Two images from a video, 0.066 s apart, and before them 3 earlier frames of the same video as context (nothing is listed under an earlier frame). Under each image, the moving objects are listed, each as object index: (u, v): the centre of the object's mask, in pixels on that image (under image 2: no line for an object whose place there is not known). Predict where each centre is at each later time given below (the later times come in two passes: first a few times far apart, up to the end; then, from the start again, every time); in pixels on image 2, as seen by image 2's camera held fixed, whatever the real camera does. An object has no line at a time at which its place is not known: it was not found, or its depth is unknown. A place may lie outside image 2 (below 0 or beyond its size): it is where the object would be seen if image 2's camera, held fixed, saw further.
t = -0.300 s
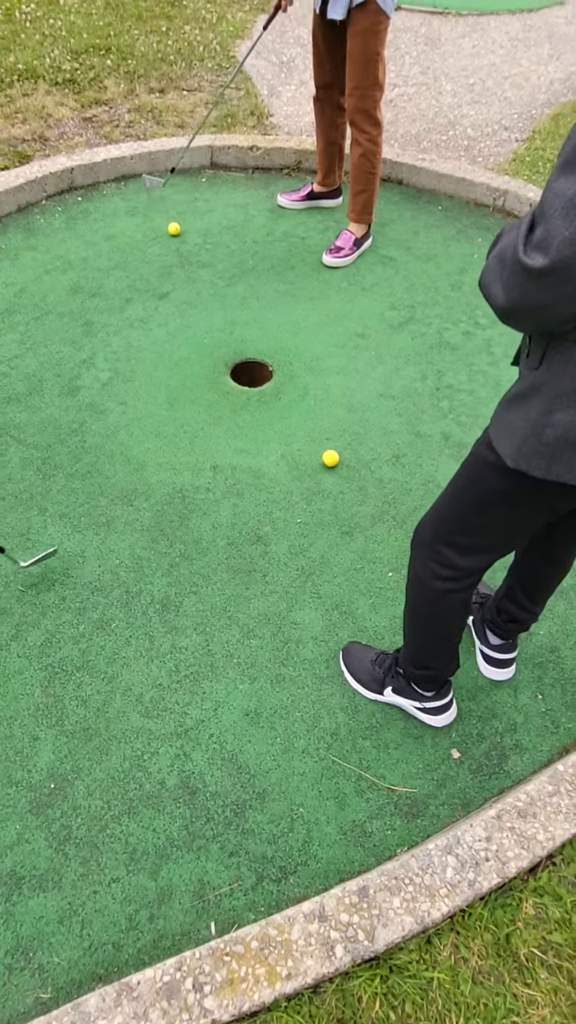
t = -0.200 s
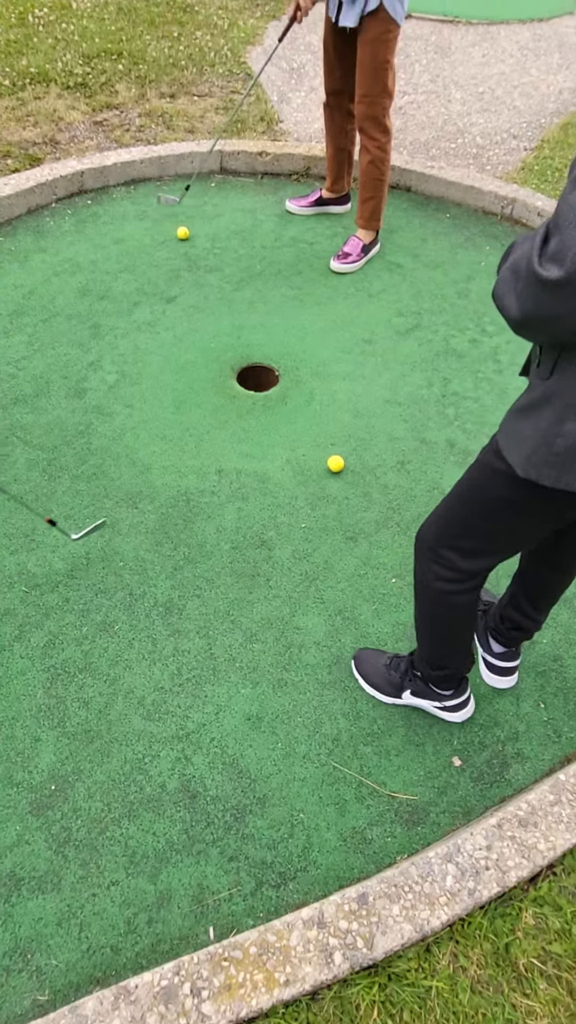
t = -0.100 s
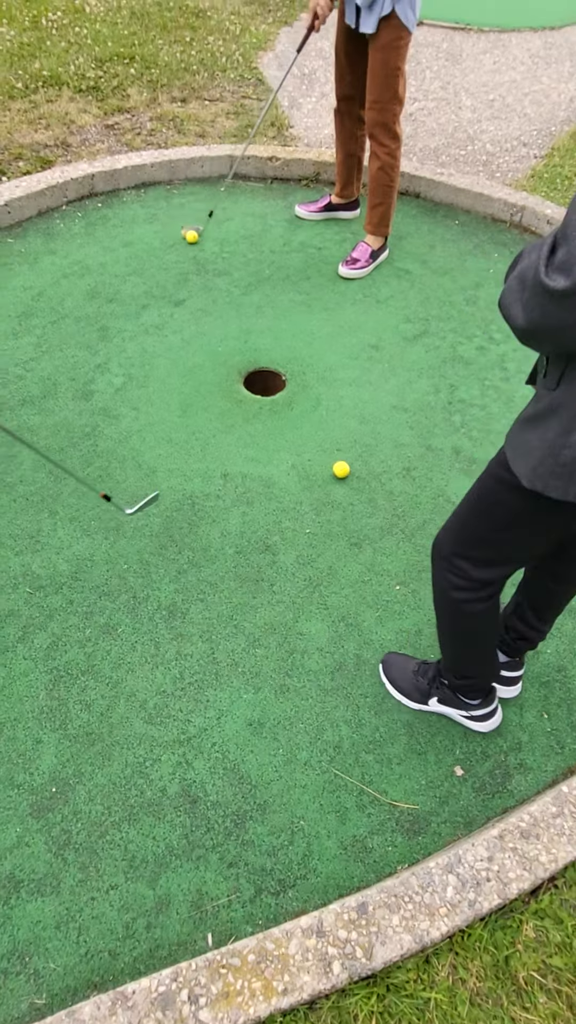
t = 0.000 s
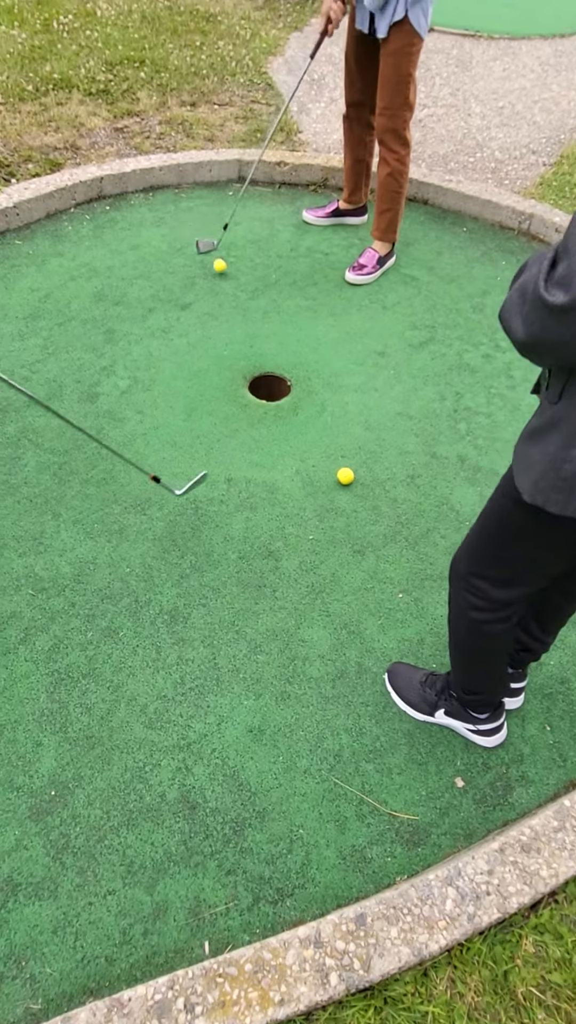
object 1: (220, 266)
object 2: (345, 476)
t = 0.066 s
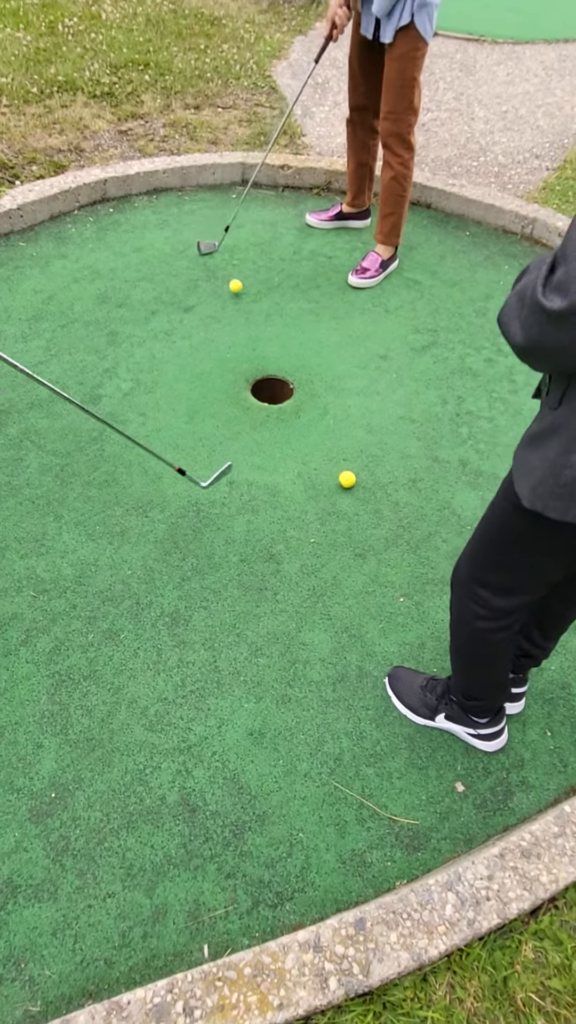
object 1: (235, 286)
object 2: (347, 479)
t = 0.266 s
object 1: (268, 338)
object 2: (347, 480)
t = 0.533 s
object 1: (310, 409)
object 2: (347, 480)
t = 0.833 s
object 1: (331, 479)
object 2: (365, 503)
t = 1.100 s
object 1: (322, 509)
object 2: (400, 550)
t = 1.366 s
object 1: (317, 537)
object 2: (433, 596)
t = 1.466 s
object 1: (317, 547)
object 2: (445, 613)
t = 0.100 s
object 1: (241, 294)
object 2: (347, 479)
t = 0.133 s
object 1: (247, 306)
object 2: (347, 479)
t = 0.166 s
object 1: (252, 315)
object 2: (347, 479)
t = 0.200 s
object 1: (258, 322)
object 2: (347, 480)
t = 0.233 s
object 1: (262, 331)
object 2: (347, 480)
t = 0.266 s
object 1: (268, 338)
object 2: (347, 480)
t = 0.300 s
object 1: (274, 347)
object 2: (347, 480)
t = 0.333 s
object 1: (279, 355)
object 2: (347, 480)
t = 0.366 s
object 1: (285, 363)
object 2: (347, 480)
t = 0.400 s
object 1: (291, 372)
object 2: (347, 479)
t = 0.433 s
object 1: (297, 381)
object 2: (347, 480)
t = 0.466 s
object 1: (301, 389)
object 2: (347, 480)
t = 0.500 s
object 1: (306, 399)
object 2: (347, 480)
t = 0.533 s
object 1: (310, 409)
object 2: (347, 480)
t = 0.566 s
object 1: (314, 418)
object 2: (347, 480)
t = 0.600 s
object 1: (319, 429)
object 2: (347, 480)
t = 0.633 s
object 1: (324, 440)
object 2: (347, 480)
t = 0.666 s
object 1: (329, 450)
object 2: (347, 480)
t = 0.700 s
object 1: (334, 461)
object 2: (347, 480)
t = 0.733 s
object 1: (337, 469)
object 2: (349, 482)
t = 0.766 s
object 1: (334, 472)
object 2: (355, 489)
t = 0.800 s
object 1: (333, 476)
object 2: (361, 497)
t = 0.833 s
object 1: (331, 479)
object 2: (365, 503)
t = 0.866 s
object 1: (330, 483)
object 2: (370, 509)
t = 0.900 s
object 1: (328, 487)
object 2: (375, 515)
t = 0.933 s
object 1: (327, 490)
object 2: (379, 521)
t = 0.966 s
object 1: (326, 494)
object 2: (383, 526)
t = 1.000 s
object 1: (325, 498)
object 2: (387, 532)
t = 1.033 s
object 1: (324, 502)
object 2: (392, 538)
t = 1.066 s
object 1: (323, 506)
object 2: (396, 544)
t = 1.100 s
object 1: (322, 509)
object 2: (400, 550)
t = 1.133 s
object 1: (321, 513)
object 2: (404, 556)
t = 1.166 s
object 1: (320, 517)
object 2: (408, 561)
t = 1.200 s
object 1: (319, 520)
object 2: (412, 567)
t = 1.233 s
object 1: (319, 524)
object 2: (417, 573)
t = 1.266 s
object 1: (318, 527)
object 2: (421, 579)
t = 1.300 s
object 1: (318, 531)
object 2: (425, 585)
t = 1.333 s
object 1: (318, 534)
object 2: (429, 591)
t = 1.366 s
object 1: (317, 537)
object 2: (433, 596)
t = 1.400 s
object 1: (317, 541)
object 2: (437, 602)
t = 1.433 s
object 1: (317, 544)
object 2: (441, 607)
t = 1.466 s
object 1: (317, 547)
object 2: (445, 613)
